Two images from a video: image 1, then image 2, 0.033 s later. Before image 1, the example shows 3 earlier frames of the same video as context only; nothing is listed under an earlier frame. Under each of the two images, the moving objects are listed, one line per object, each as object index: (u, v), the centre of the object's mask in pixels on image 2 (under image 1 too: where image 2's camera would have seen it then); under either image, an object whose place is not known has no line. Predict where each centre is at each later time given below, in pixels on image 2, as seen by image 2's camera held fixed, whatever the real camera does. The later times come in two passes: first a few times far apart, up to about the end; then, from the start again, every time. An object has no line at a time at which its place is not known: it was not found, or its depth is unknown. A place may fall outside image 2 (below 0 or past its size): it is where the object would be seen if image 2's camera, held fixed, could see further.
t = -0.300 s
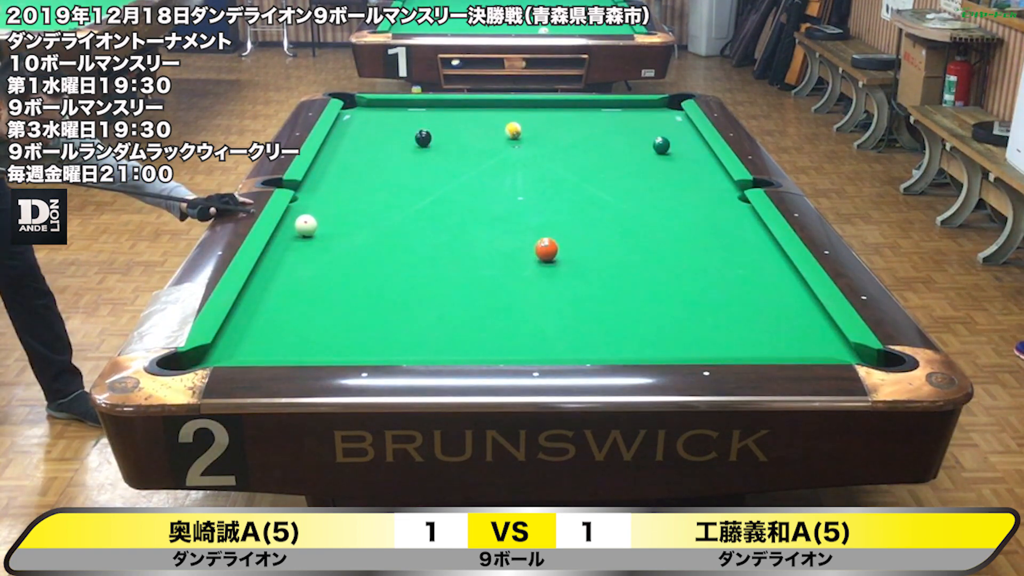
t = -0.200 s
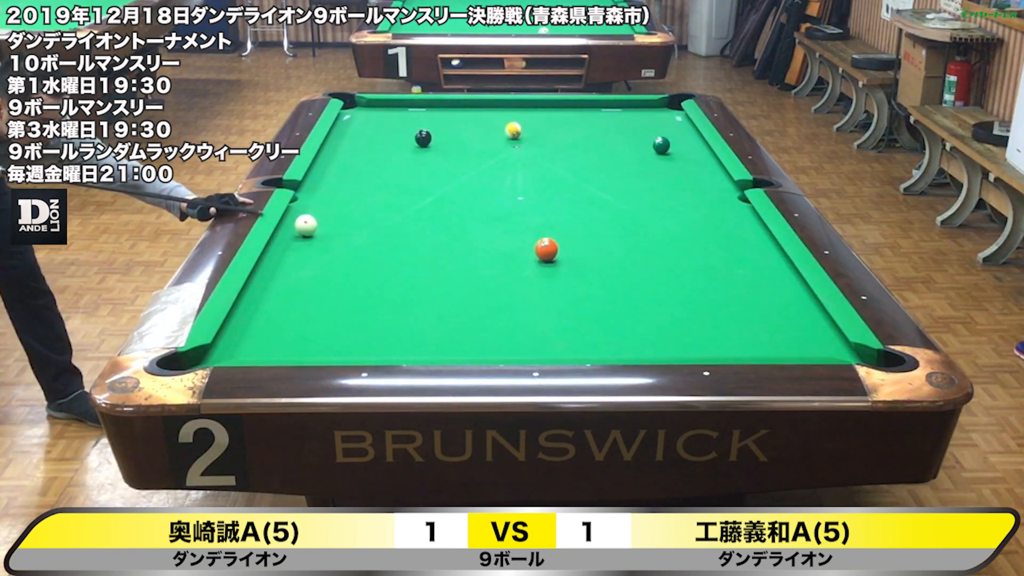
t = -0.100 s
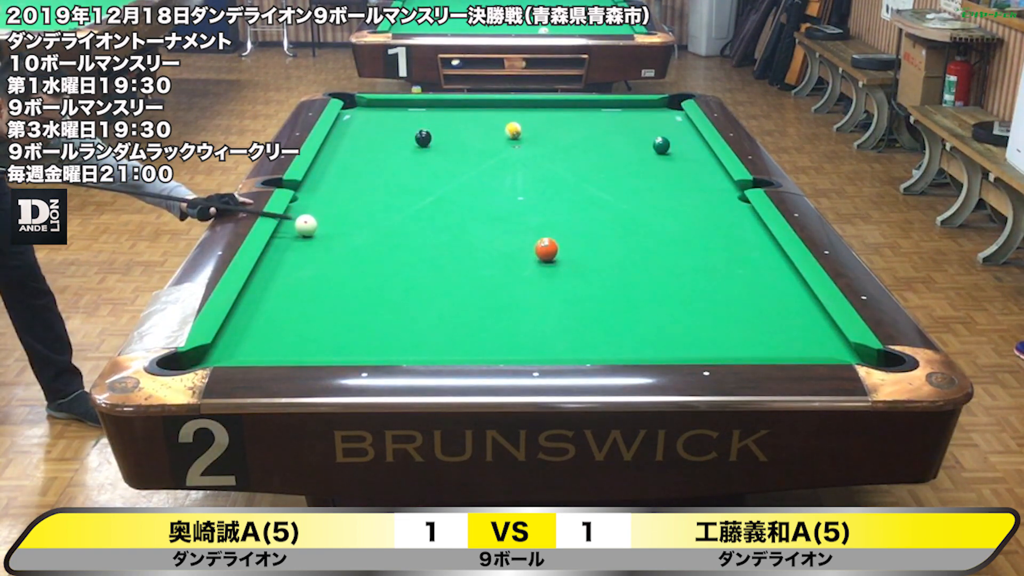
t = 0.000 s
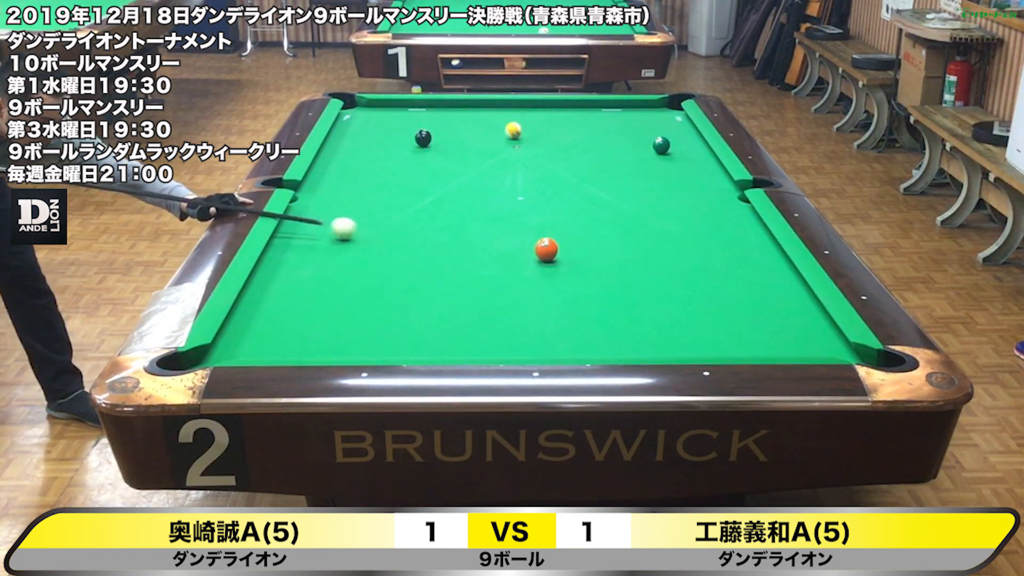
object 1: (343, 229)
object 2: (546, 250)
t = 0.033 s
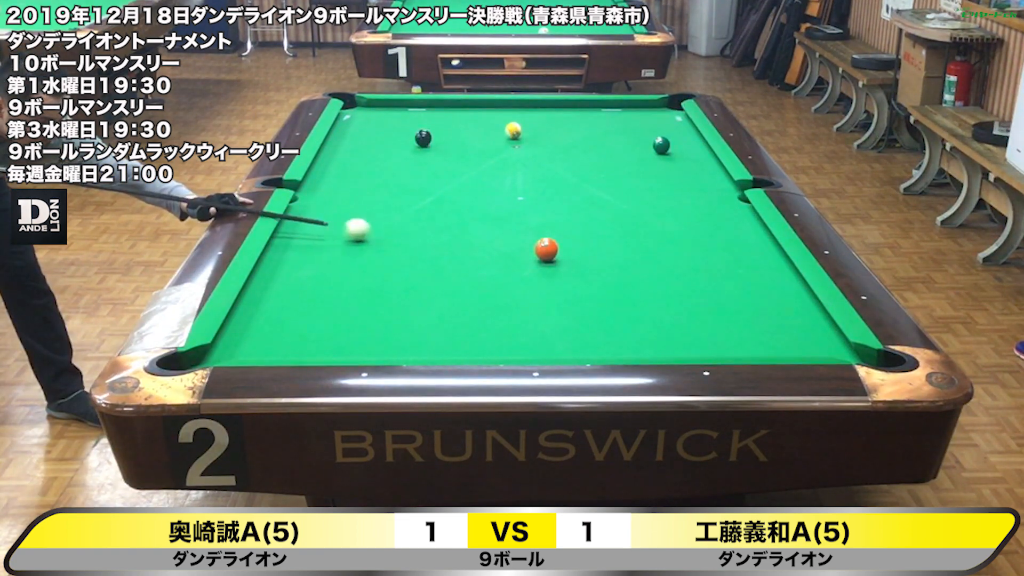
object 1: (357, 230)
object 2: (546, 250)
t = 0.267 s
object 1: (453, 238)
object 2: (546, 250)
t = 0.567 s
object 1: (555, 240)
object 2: (569, 257)
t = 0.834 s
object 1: (617, 234)
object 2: (613, 273)
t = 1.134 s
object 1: (681, 227)
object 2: (664, 290)
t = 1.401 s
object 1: (734, 221)
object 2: (711, 305)
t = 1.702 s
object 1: (724, 217)
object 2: (766, 323)
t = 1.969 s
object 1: (693, 214)
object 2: (815, 339)
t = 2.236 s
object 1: (665, 212)
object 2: (841, 351)
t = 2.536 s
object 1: (636, 209)
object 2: (851, 354)
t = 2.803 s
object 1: (612, 207)
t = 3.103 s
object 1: (588, 205)
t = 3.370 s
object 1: (569, 203)
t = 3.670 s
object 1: (549, 201)
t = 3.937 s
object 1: (534, 200)
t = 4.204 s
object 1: (520, 199)
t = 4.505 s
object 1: (507, 198)
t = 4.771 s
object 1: (497, 197)
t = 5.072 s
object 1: (488, 197)
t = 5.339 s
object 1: (481, 196)
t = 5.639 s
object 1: (476, 196)
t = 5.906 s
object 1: (473, 196)
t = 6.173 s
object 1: (472, 196)
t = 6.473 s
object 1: (472, 196)
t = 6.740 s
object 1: (472, 196)
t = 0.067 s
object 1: (370, 231)
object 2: (546, 250)
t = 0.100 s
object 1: (384, 232)
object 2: (546, 250)
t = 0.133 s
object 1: (398, 233)
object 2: (546, 250)
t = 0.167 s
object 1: (411, 234)
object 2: (546, 250)
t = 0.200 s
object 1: (425, 235)
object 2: (546, 250)
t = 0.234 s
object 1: (439, 236)
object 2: (546, 250)
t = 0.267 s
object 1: (453, 238)
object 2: (546, 250)
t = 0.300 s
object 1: (467, 239)
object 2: (546, 250)
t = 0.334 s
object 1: (481, 240)
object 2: (546, 250)
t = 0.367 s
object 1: (495, 241)
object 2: (546, 250)
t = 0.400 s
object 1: (509, 242)
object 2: (546, 250)
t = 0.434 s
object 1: (522, 243)
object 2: (546, 250)
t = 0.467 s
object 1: (532, 243)
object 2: (549, 251)
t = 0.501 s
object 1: (539, 242)
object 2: (557, 253)
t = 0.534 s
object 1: (547, 240)
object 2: (563, 255)
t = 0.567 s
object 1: (555, 240)
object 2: (569, 257)
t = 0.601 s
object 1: (563, 239)
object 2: (574, 259)
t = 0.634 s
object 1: (571, 238)
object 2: (580, 261)
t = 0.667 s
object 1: (580, 238)
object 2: (585, 263)
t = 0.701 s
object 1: (587, 237)
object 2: (591, 265)
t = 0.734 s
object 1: (595, 236)
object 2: (597, 267)
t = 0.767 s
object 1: (602, 236)
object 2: (602, 269)
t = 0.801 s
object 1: (610, 235)
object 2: (608, 271)
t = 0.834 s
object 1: (617, 234)
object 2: (613, 273)
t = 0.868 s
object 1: (625, 233)
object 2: (619, 274)
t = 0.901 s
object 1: (632, 232)
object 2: (624, 276)
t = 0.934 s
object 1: (639, 231)
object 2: (630, 278)
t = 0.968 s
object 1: (646, 231)
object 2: (635, 280)
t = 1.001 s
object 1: (653, 230)
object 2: (641, 282)
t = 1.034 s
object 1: (660, 229)
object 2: (647, 284)
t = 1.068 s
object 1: (667, 229)
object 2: (653, 286)
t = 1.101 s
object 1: (674, 228)
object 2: (658, 288)
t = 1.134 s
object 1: (681, 227)
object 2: (664, 290)
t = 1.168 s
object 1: (688, 226)
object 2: (670, 291)
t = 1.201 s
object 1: (695, 225)
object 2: (676, 294)
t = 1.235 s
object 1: (701, 225)
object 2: (682, 295)
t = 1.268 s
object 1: (708, 224)
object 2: (687, 297)
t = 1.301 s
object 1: (715, 223)
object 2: (693, 299)
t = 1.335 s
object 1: (721, 222)
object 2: (699, 301)
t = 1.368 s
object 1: (727, 222)
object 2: (705, 303)
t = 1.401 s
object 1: (734, 221)
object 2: (711, 305)
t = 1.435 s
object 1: (740, 220)
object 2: (717, 307)
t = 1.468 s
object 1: (746, 220)
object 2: (723, 309)
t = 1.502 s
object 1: (749, 219)
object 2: (729, 311)
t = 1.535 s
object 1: (744, 219)
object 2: (735, 313)
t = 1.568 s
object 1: (740, 218)
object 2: (741, 315)
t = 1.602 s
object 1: (736, 218)
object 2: (747, 317)
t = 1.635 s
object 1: (732, 218)
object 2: (753, 319)
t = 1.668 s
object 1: (728, 217)
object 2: (759, 321)
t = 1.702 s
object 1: (724, 217)
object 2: (766, 323)
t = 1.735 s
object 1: (720, 217)
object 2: (772, 325)
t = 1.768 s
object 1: (716, 216)
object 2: (778, 327)
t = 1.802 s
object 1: (712, 216)
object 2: (784, 329)
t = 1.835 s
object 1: (708, 215)
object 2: (790, 331)
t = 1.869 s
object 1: (704, 215)
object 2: (796, 333)
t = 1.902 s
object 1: (701, 215)
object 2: (803, 335)
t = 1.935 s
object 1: (697, 214)
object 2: (809, 337)
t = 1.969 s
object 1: (693, 214)
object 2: (815, 339)
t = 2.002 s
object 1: (690, 214)
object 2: (821, 341)
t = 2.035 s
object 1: (686, 213)
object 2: (828, 343)
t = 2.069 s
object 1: (682, 213)
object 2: (834, 344)
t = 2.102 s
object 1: (679, 213)
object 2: (838, 346)
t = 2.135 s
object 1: (675, 212)
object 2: (839, 347)
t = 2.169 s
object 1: (672, 212)
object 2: (840, 348)
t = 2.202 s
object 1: (668, 212)
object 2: (841, 350)
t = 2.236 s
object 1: (665, 212)
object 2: (841, 351)
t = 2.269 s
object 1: (662, 211)
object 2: (842, 352)
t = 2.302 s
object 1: (658, 211)
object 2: (842, 353)
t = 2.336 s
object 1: (655, 211)
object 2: (843, 353)
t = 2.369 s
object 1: (652, 210)
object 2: (844, 354)
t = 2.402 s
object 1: (649, 210)
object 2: (845, 354)
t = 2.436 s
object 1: (645, 210)
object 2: (847, 354)
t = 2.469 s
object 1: (642, 209)
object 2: (848, 354)
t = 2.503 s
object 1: (639, 209)
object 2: (850, 354)
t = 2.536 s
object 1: (636, 209)
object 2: (851, 354)
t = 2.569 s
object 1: (633, 209)
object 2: (853, 354)
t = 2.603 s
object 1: (630, 208)
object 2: (855, 355)
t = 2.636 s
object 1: (627, 208)
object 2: (857, 355)
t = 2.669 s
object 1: (624, 208)
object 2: (860, 356)
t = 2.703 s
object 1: (621, 208)
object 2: (865, 359)
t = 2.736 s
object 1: (618, 207)
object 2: (869, 362)
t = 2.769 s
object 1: (615, 207)
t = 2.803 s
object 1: (612, 207)
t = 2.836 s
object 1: (609, 207)
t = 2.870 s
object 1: (607, 206)
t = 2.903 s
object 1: (604, 206)
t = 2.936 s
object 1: (601, 206)
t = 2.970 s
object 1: (599, 206)
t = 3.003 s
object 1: (596, 205)
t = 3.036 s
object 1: (593, 205)
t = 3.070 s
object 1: (591, 205)
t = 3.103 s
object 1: (588, 205)
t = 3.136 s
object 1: (586, 204)
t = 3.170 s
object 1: (583, 204)
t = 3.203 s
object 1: (581, 204)
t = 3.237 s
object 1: (578, 204)
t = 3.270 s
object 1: (576, 204)
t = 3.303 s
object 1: (574, 203)
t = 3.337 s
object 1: (571, 203)
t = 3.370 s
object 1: (569, 203)
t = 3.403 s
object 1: (567, 203)
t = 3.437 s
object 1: (564, 202)
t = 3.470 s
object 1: (562, 203)
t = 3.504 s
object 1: (560, 202)
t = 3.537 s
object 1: (558, 202)
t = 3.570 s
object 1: (556, 202)
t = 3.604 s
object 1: (553, 202)
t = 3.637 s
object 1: (551, 202)
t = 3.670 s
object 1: (549, 201)
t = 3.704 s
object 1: (547, 201)
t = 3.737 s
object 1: (545, 201)
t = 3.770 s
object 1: (543, 201)
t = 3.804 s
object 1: (541, 201)
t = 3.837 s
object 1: (539, 201)
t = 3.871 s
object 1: (538, 201)
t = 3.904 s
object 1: (536, 200)
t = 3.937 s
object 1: (534, 200)
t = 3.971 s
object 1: (532, 200)
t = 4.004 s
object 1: (530, 200)
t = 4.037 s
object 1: (528, 200)
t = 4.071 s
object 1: (527, 200)
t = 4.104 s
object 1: (525, 200)
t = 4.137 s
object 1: (523, 200)
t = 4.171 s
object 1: (522, 200)
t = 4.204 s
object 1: (520, 199)
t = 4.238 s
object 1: (519, 199)
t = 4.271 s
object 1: (517, 199)
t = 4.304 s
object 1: (515, 199)
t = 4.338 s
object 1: (514, 199)
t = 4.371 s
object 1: (512, 198)
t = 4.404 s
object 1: (511, 198)
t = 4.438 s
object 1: (509, 198)
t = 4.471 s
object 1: (508, 198)
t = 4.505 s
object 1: (507, 198)
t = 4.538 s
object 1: (505, 198)
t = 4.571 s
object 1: (504, 198)
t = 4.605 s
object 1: (503, 198)
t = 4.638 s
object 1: (502, 198)
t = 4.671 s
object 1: (500, 198)
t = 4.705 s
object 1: (499, 198)
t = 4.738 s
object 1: (498, 198)
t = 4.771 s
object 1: (497, 197)
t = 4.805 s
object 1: (495, 197)
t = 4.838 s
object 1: (494, 197)
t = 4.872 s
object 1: (493, 197)
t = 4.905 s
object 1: (492, 197)
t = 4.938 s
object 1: (491, 197)
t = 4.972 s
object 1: (490, 197)
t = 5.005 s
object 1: (489, 197)
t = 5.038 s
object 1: (488, 197)
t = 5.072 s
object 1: (488, 197)
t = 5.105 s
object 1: (487, 197)
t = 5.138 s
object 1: (486, 197)
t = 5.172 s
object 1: (485, 197)
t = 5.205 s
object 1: (484, 197)
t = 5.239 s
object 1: (483, 197)
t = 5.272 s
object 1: (483, 197)
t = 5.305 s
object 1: (482, 197)
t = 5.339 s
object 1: (481, 196)
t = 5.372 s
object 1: (480, 196)
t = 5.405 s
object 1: (480, 196)
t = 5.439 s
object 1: (479, 196)
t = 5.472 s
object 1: (478, 196)
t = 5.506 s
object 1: (478, 196)
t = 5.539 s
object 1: (477, 196)
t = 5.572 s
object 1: (477, 196)
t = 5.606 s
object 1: (476, 196)
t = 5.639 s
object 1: (476, 196)
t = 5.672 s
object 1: (475, 196)
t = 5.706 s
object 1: (475, 196)
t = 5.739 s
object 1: (474, 196)
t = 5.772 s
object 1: (474, 196)
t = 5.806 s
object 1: (474, 196)
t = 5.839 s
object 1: (473, 196)
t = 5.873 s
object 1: (473, 196)
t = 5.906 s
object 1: (473, 196)
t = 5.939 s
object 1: (472, 196)
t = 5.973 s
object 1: (472, 196)
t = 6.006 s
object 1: (472, 196)
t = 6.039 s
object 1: (472, 196)
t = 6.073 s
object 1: (472, 196)
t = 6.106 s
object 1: (472, 196)
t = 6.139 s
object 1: (472, 196)
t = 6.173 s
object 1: (472, 196)
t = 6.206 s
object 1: (472, 196)
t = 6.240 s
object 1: (472, 196)
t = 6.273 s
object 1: (472, 196)
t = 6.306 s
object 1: (472, 196)
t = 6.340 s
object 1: (472, 196)
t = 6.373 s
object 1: (472, 196)
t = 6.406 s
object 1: (472, 196)
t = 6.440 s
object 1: (472, 196)
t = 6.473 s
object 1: (472, 196)
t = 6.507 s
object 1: (472, 196)
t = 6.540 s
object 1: (472, 196)
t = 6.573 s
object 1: (472, 196)
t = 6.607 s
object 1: (472, 196)
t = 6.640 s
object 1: (472, 196)
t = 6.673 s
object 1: (472, 196)
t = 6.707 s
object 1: (472, 196)
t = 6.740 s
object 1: (472, 196)
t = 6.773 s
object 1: (472, 196)
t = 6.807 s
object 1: (472, 196)
